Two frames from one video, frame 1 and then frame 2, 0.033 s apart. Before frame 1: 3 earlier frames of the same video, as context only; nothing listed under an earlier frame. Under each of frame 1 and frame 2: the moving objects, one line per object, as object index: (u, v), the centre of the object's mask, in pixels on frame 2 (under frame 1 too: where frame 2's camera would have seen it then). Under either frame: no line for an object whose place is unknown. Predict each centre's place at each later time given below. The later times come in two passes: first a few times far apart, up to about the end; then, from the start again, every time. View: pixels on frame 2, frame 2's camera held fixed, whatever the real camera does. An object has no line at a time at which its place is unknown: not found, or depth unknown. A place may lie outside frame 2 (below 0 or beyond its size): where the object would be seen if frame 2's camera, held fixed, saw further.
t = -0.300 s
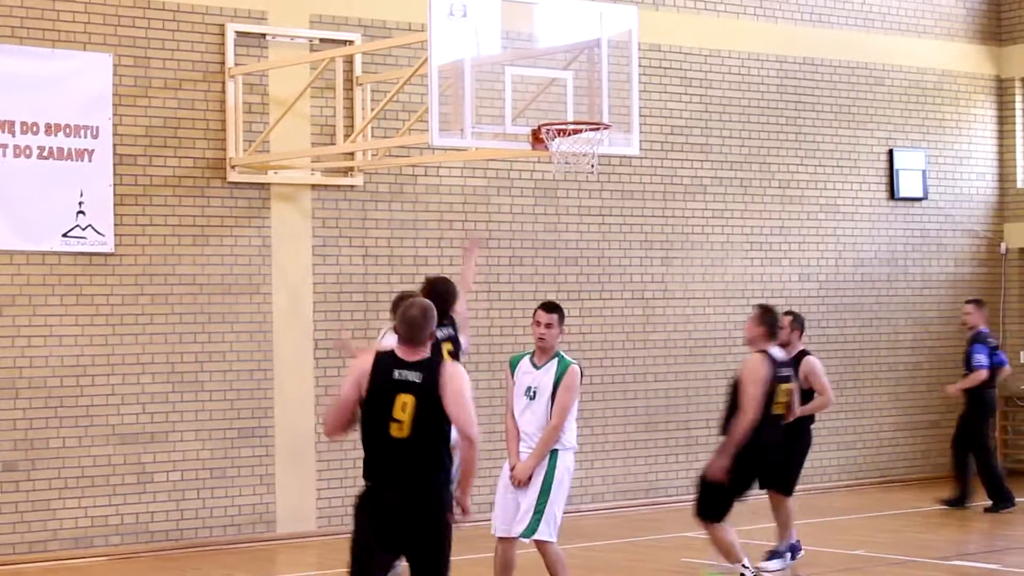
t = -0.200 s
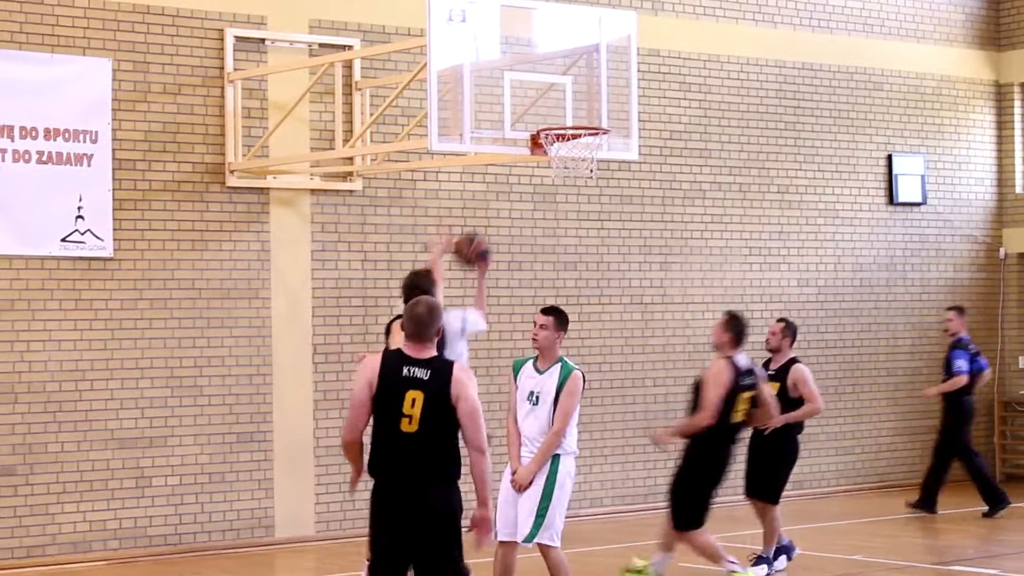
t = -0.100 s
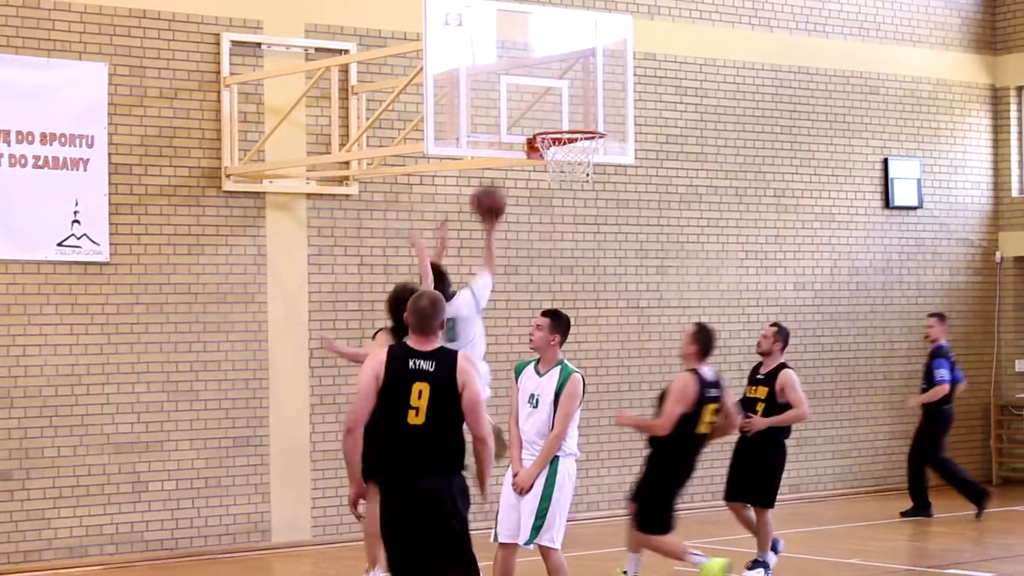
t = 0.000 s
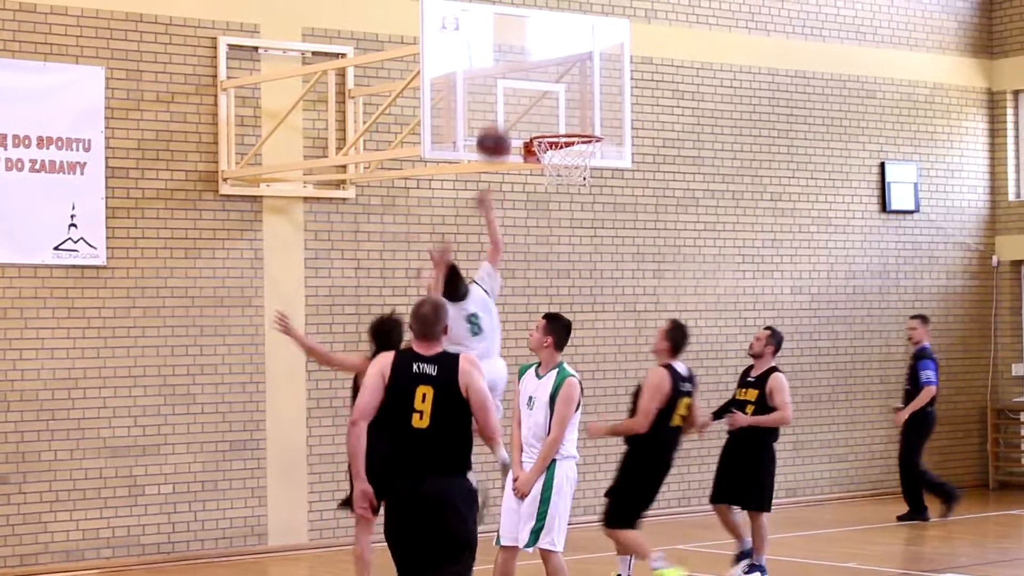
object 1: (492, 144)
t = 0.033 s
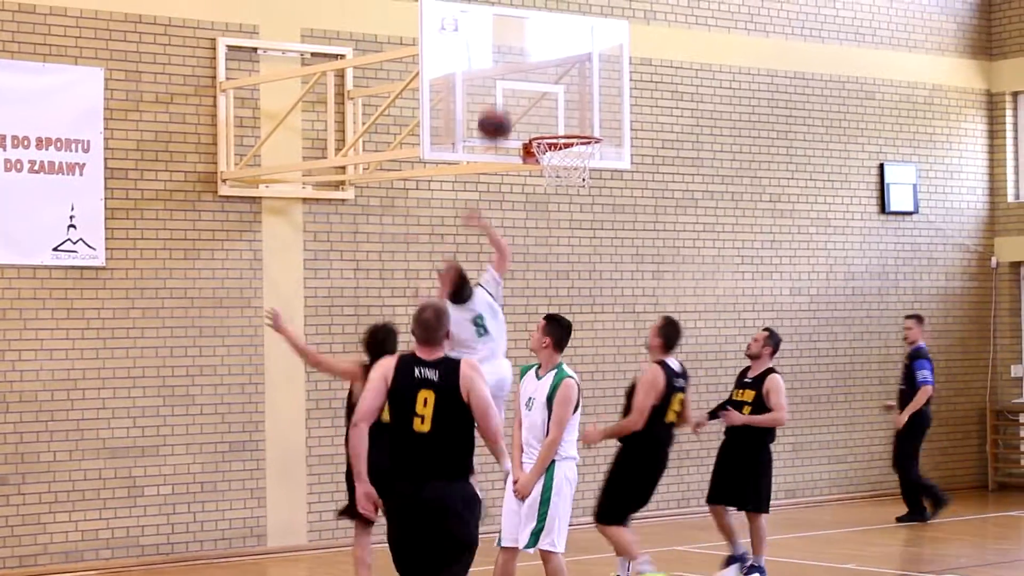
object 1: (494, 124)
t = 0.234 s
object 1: (519, 65)
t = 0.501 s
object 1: (567, 97)
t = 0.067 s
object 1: (497, 107)
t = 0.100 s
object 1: (499, 91)
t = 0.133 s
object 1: (502, 79)
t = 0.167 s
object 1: (508, 73)
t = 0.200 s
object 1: (514, 67)
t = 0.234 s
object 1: (519, 65)
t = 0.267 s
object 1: (525, 63)
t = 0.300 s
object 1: (531, 63)
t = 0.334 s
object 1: (536, 65)
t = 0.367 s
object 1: (543, 68)
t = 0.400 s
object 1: (549, 73)
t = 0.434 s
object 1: (554, 79)
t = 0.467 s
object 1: (560, 87)
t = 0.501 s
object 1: (567, 97)
